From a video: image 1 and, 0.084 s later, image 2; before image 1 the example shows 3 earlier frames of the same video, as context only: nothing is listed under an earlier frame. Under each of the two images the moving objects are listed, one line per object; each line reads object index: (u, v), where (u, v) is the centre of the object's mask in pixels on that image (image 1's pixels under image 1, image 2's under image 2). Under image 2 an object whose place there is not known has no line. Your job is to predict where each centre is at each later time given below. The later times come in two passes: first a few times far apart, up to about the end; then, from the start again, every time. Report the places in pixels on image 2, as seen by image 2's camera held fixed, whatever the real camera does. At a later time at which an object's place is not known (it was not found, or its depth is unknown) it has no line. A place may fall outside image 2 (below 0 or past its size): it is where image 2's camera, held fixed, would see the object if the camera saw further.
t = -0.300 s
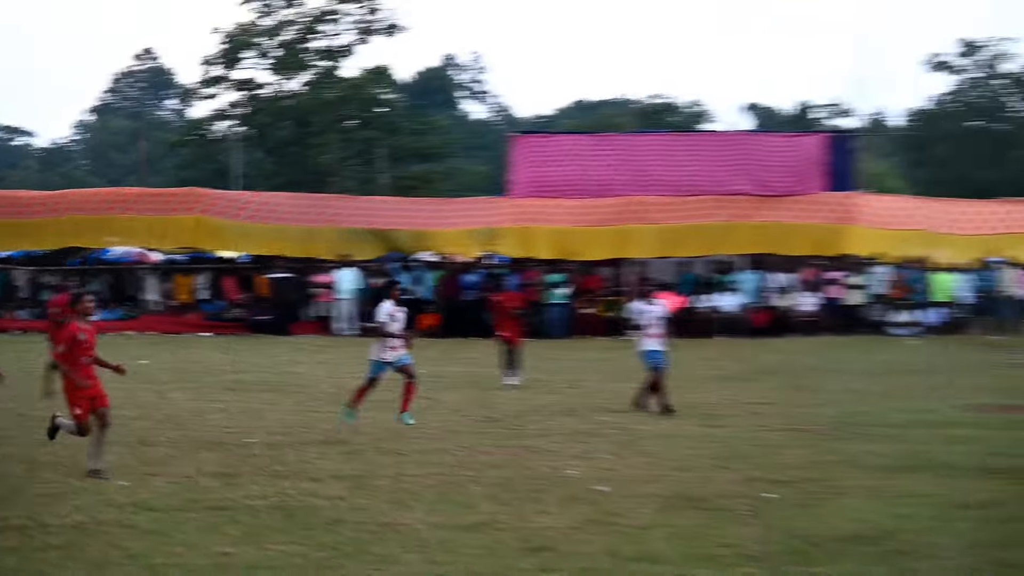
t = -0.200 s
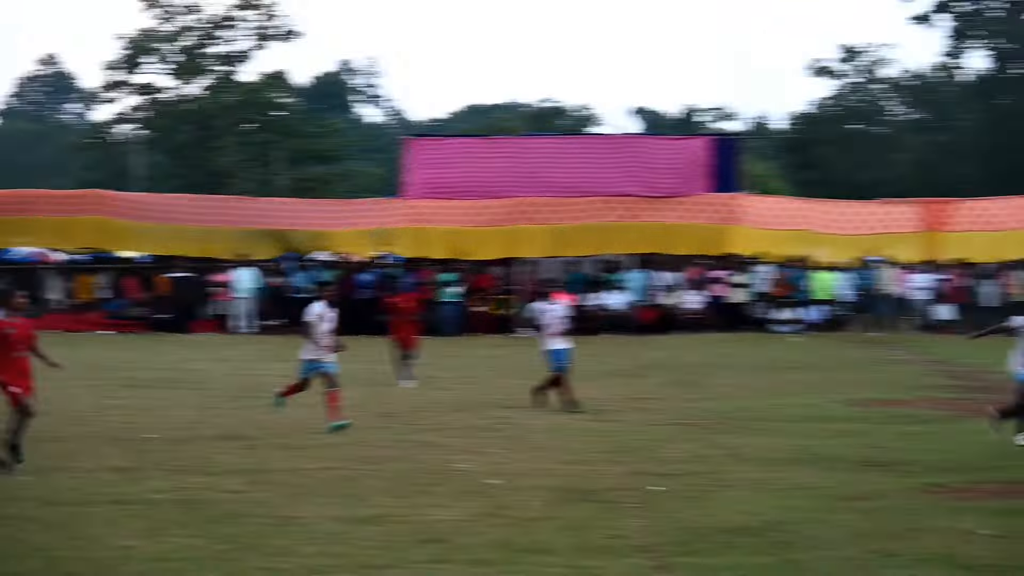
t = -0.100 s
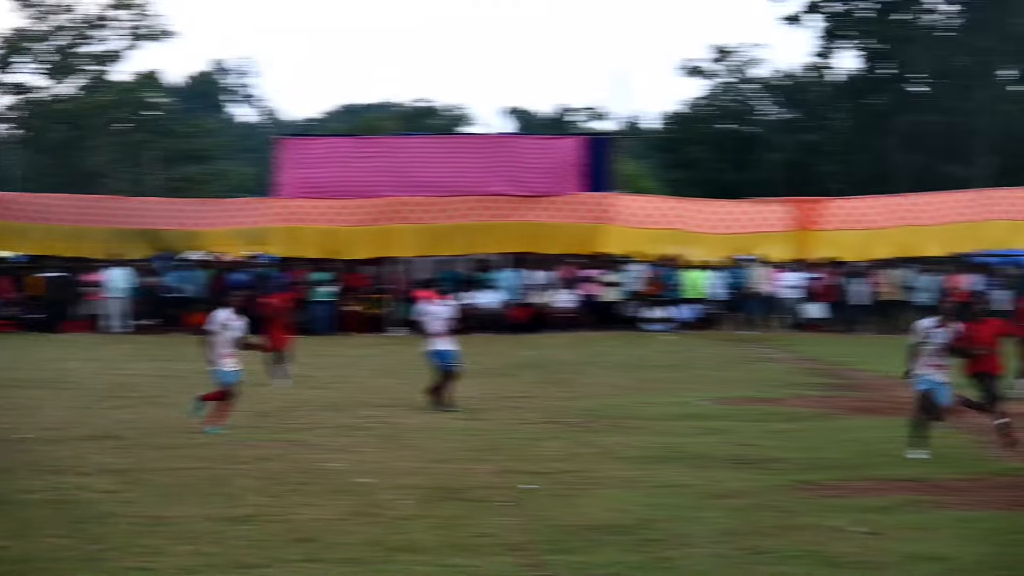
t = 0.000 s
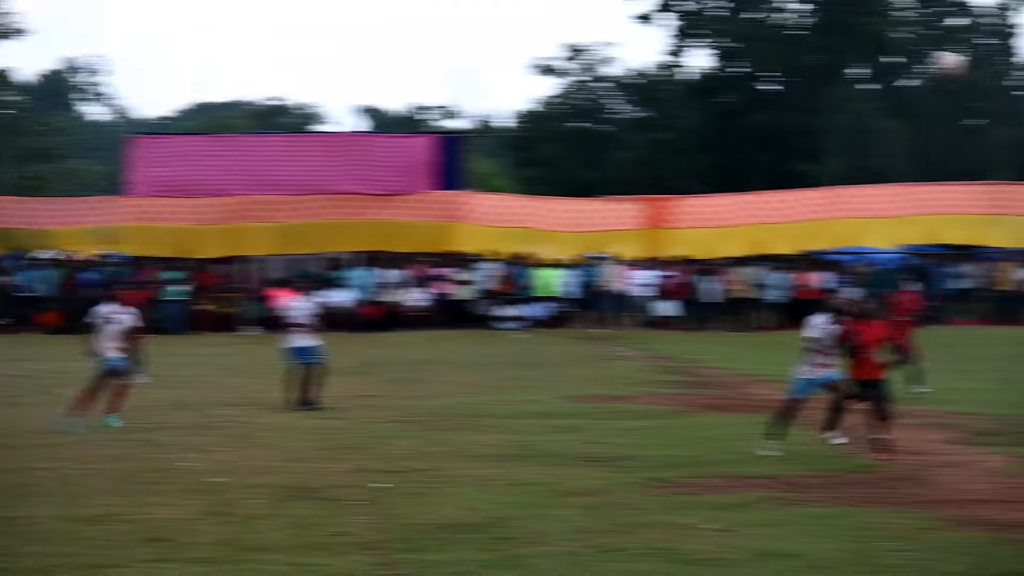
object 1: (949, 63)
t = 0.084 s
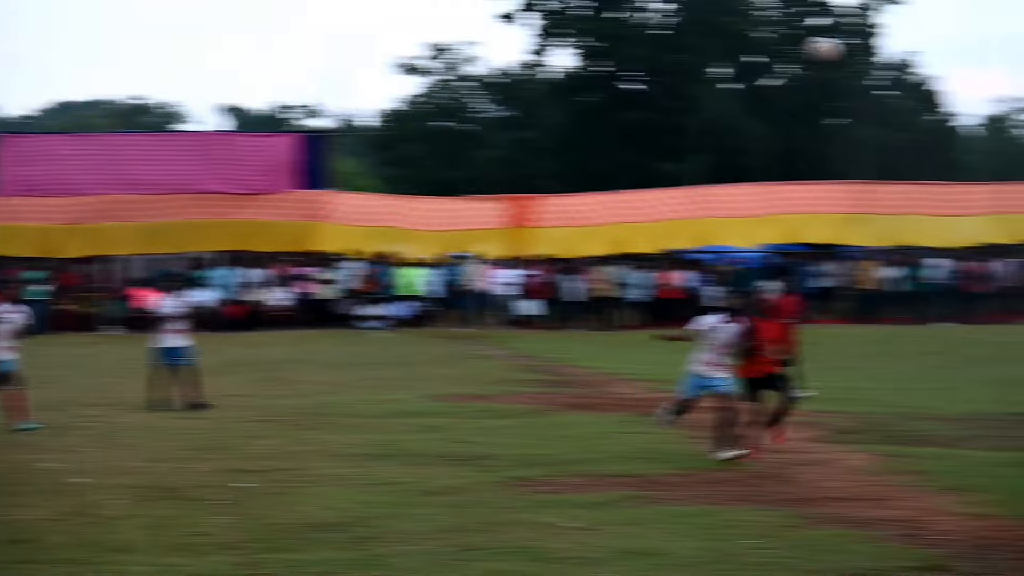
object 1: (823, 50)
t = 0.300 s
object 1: (857, 43)
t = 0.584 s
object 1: (908, 126)
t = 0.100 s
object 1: (816, 46)
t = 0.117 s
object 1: (821, 42)
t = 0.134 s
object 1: (824, 40)
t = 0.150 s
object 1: (829, 39)
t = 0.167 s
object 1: (832, 38)
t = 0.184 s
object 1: (835, 37)
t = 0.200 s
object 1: (839, 36)
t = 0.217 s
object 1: (842, 37)
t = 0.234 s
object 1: (845, 37)
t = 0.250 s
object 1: (849, 38)
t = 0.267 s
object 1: (852, 39)
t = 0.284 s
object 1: (854, 40)
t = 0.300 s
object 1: (857, 43)
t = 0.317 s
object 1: (859, 45)
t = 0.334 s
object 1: (861, 46)
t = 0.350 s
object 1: (864, 50)
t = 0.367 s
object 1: (865, 53)
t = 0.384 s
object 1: (870, 57)
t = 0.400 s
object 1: (874, 61)
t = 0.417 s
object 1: (878, 64)
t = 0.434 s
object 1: (882, 69)
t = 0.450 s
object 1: (885, 73)
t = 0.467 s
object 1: (888, 79)
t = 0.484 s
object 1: (891, 85)
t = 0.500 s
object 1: (894, 90)
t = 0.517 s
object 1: (897, 97)
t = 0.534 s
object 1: (900, 104)
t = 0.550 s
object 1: (903, 112)
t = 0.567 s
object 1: (906, 119)
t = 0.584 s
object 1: (908, 126)
